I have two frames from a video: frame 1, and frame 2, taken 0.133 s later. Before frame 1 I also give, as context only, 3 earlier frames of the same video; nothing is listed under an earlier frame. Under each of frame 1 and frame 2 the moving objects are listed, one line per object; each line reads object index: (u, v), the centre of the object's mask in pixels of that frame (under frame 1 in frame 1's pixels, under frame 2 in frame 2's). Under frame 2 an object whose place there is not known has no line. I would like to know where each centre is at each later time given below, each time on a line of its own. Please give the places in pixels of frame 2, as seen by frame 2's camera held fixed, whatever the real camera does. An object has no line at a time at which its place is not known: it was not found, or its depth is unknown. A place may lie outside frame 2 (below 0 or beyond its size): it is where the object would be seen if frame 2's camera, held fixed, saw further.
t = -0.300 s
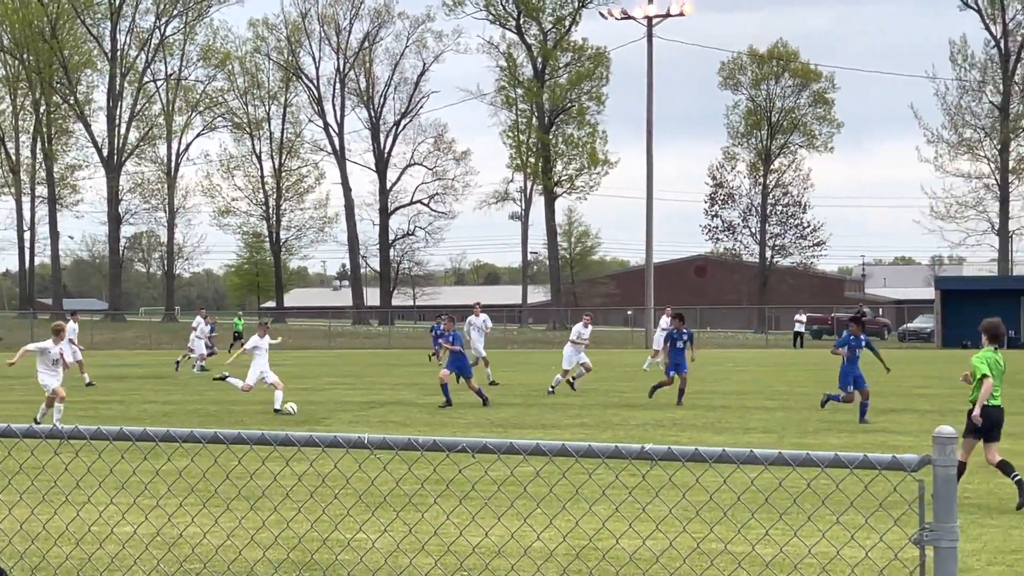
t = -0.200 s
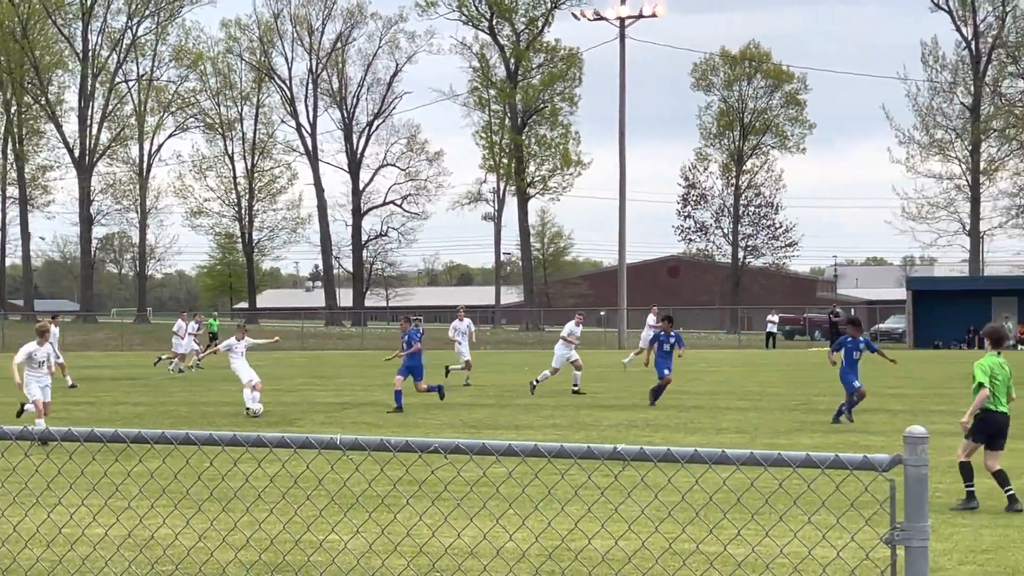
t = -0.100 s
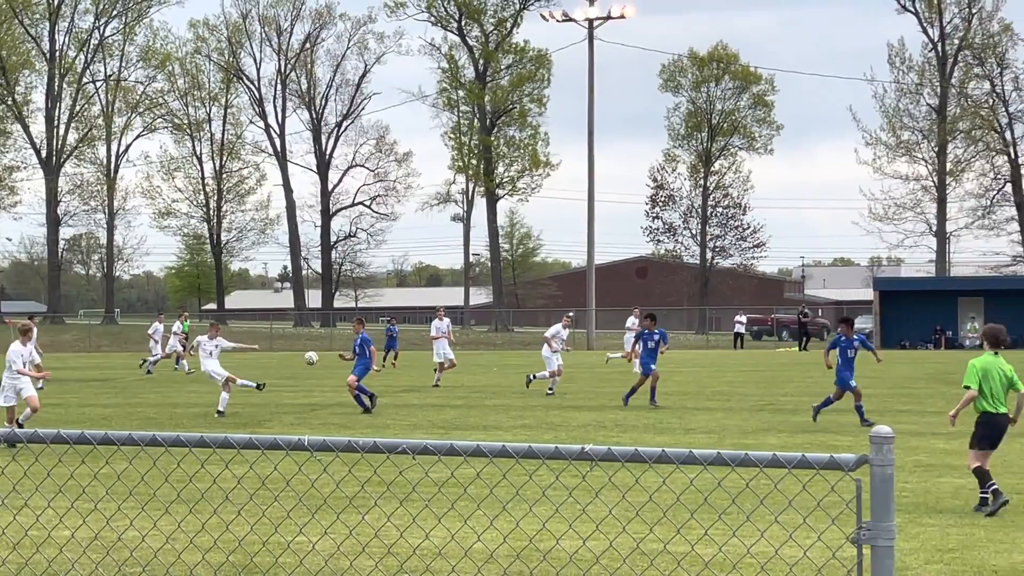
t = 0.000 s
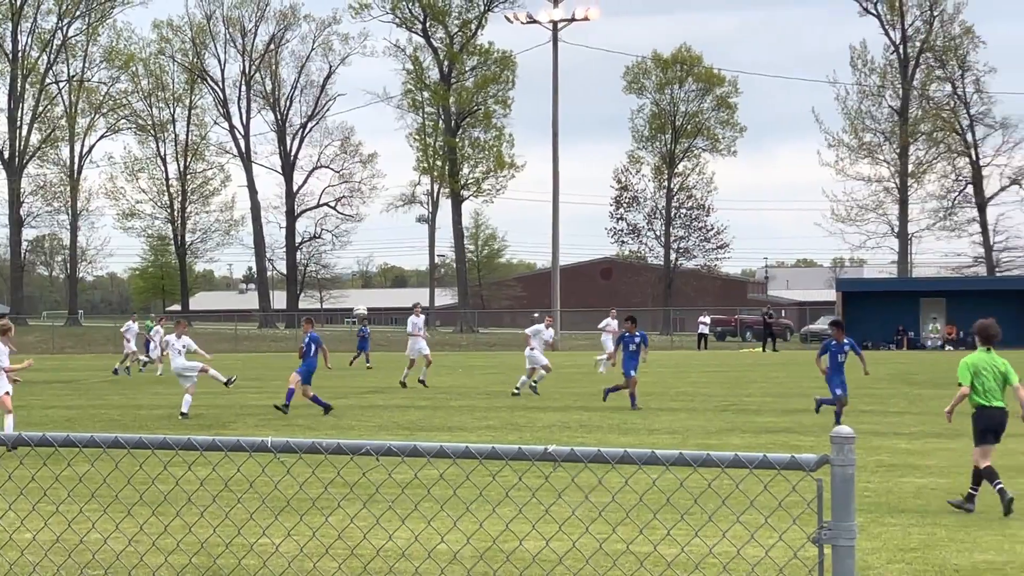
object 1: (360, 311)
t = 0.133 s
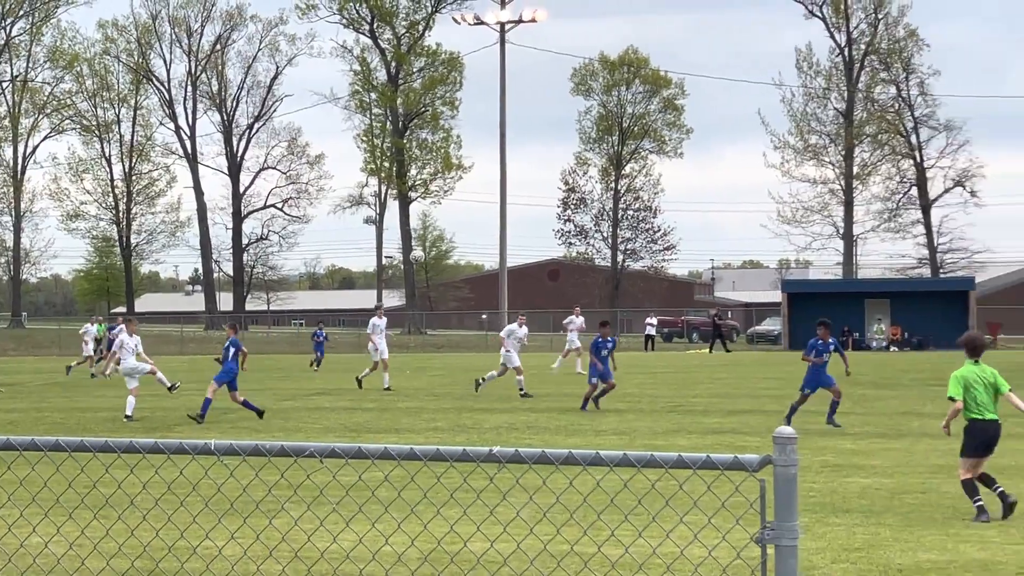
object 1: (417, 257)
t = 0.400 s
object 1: (631, 171)
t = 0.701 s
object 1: (866, 114)
